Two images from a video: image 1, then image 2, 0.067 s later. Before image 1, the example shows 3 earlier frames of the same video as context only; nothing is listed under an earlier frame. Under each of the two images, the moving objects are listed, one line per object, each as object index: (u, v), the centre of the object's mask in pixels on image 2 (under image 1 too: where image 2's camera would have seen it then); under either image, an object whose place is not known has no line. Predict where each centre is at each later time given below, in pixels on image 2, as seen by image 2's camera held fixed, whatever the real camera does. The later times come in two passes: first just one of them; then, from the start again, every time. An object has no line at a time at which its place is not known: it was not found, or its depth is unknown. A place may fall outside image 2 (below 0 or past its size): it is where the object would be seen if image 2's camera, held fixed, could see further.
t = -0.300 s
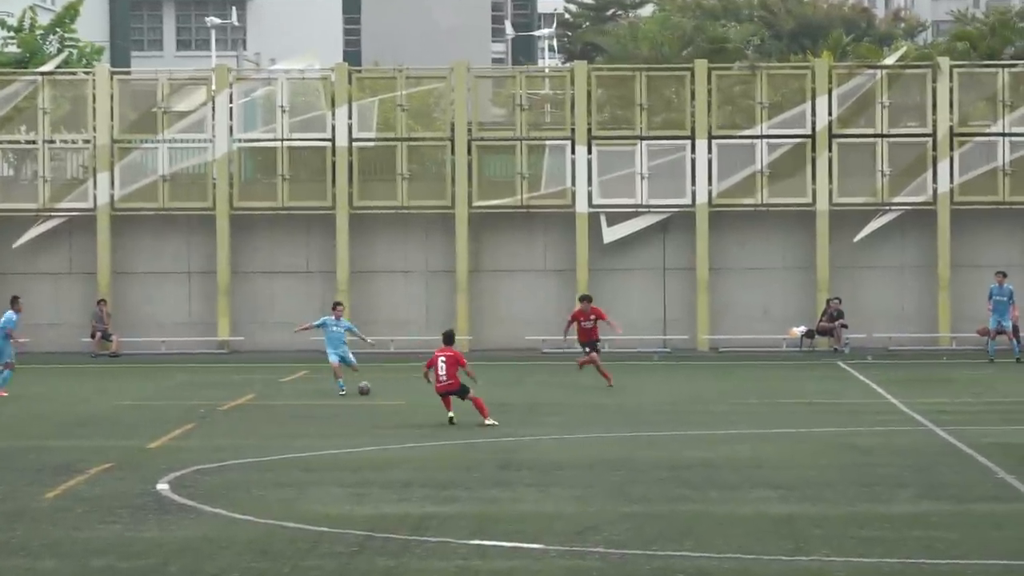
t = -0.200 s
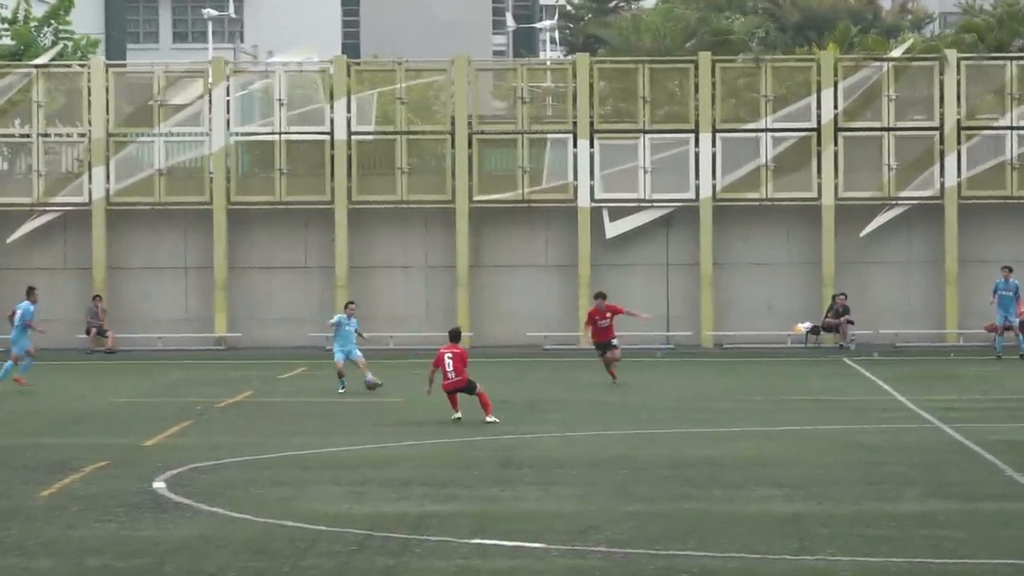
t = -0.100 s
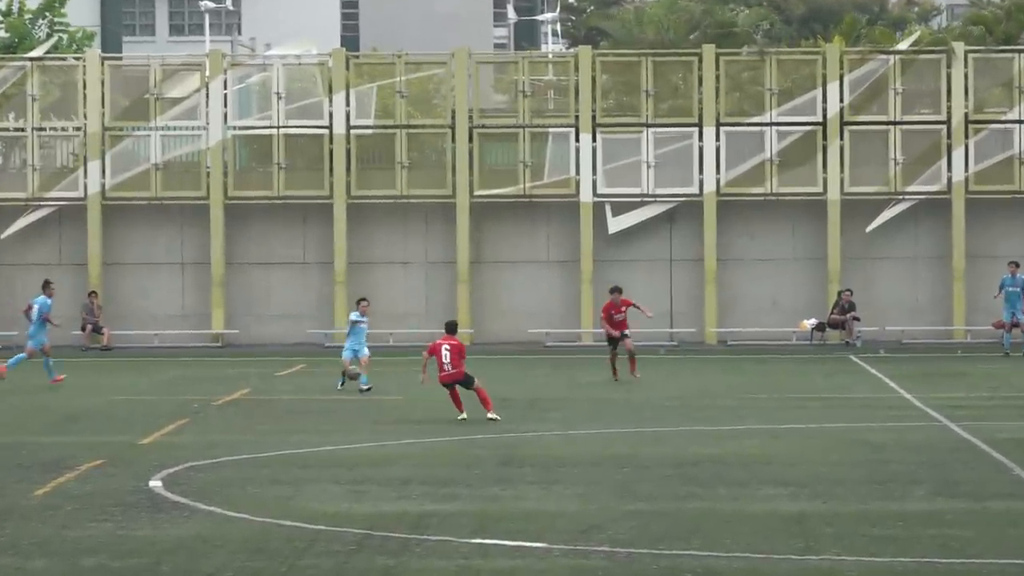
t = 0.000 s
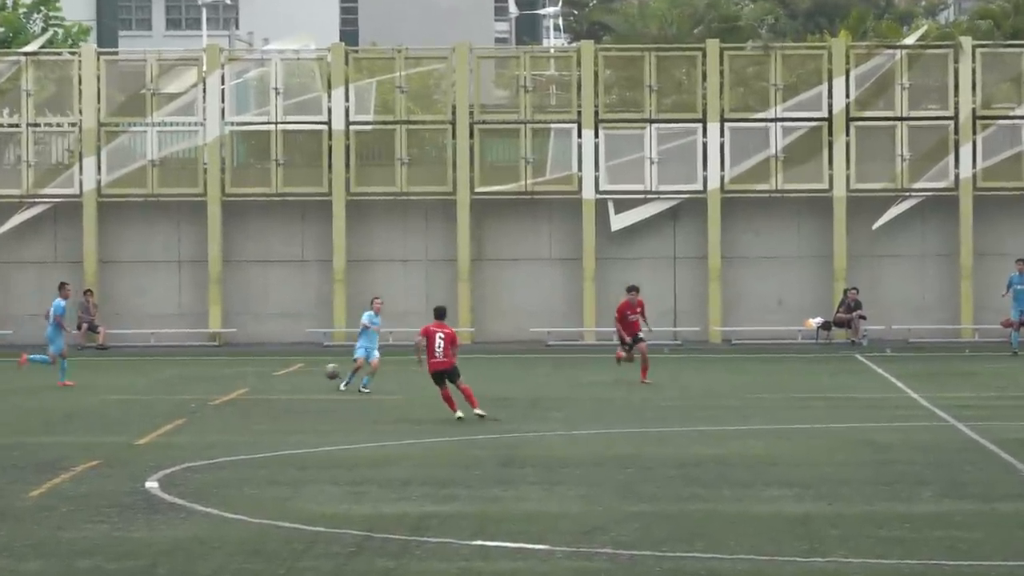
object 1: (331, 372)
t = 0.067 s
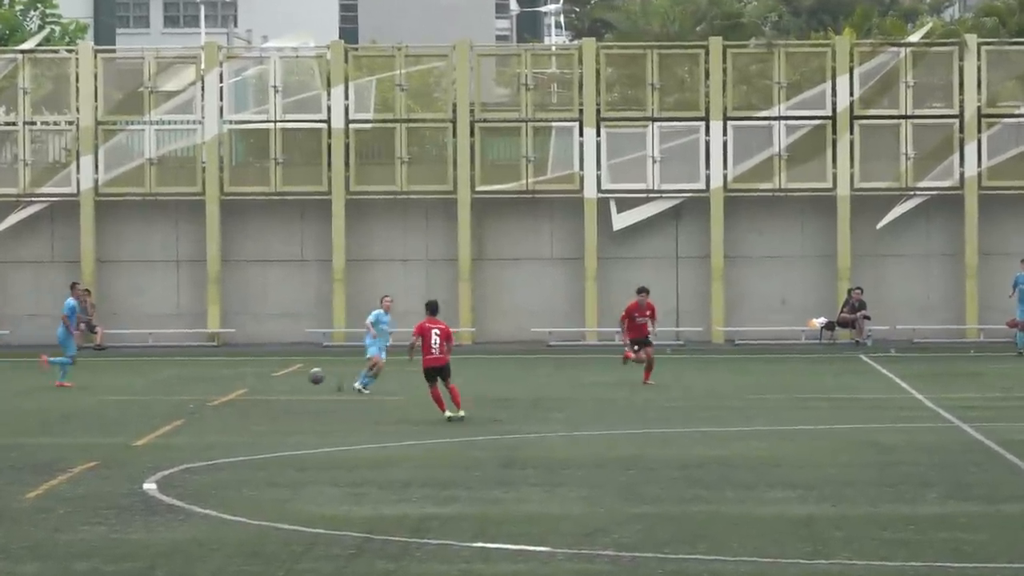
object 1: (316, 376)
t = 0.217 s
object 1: (273, 399)
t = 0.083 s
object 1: (312, 378)
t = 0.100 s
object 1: (308, 379)
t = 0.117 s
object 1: (303, 381)
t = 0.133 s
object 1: (298, 384)
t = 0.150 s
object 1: (294, 386)
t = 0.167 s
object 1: (289, 389)
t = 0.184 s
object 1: (284, 392)
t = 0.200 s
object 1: (279, 395)
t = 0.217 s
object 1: (273, 399)
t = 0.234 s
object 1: (269, 403)
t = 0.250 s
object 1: (263, 406)
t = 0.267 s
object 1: (258, 410)
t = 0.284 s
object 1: (253, 415)
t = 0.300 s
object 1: (247, 420)
